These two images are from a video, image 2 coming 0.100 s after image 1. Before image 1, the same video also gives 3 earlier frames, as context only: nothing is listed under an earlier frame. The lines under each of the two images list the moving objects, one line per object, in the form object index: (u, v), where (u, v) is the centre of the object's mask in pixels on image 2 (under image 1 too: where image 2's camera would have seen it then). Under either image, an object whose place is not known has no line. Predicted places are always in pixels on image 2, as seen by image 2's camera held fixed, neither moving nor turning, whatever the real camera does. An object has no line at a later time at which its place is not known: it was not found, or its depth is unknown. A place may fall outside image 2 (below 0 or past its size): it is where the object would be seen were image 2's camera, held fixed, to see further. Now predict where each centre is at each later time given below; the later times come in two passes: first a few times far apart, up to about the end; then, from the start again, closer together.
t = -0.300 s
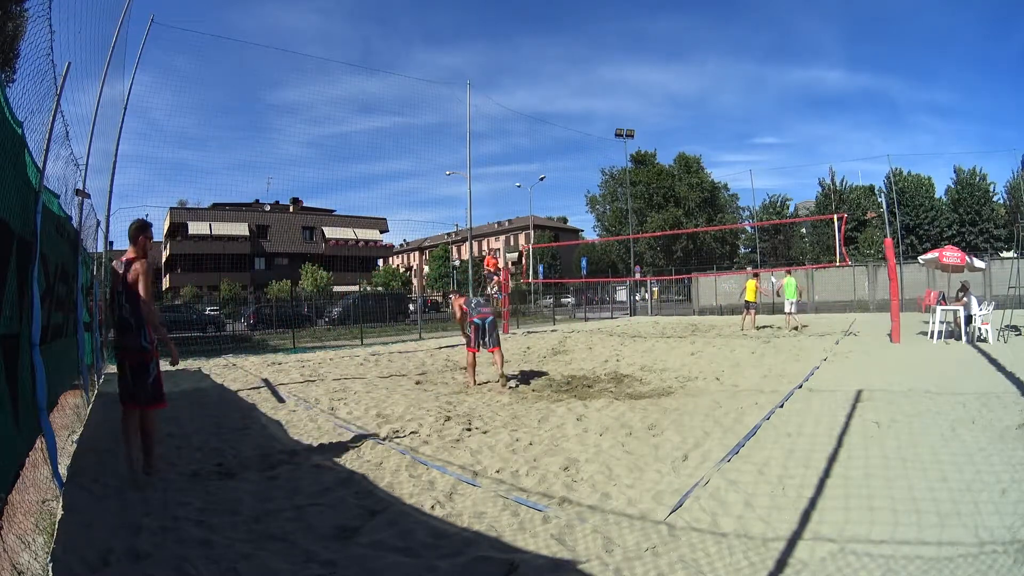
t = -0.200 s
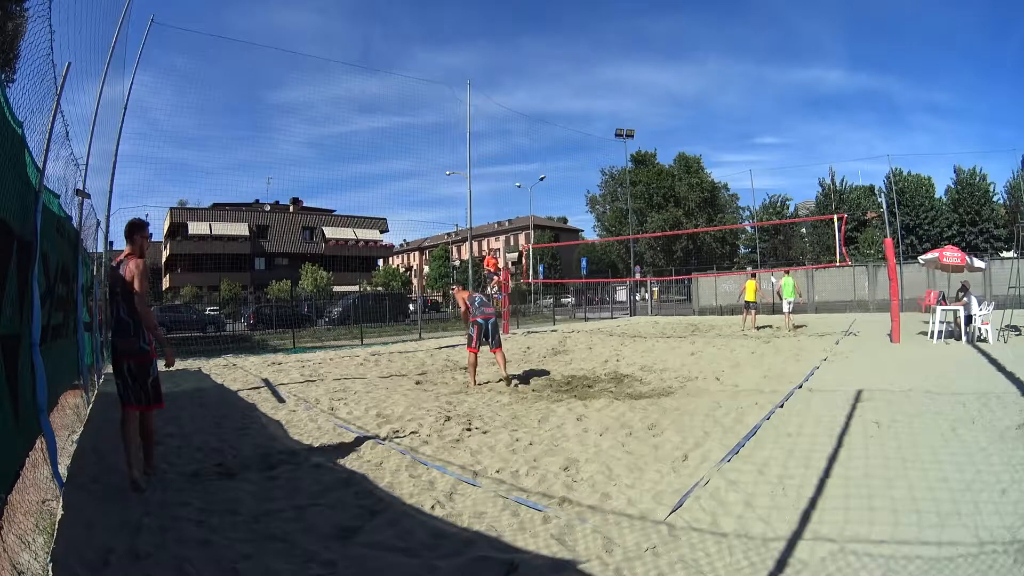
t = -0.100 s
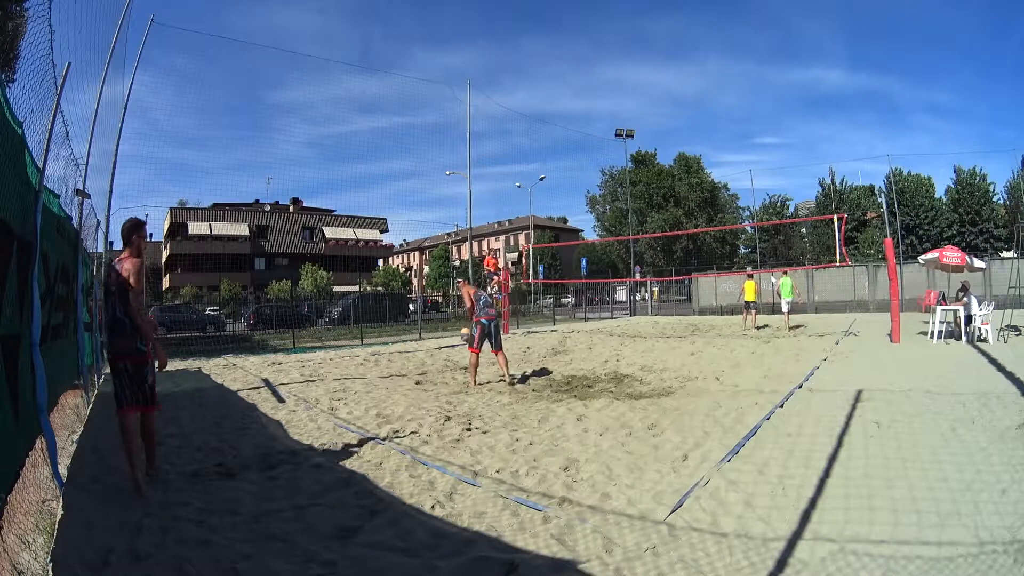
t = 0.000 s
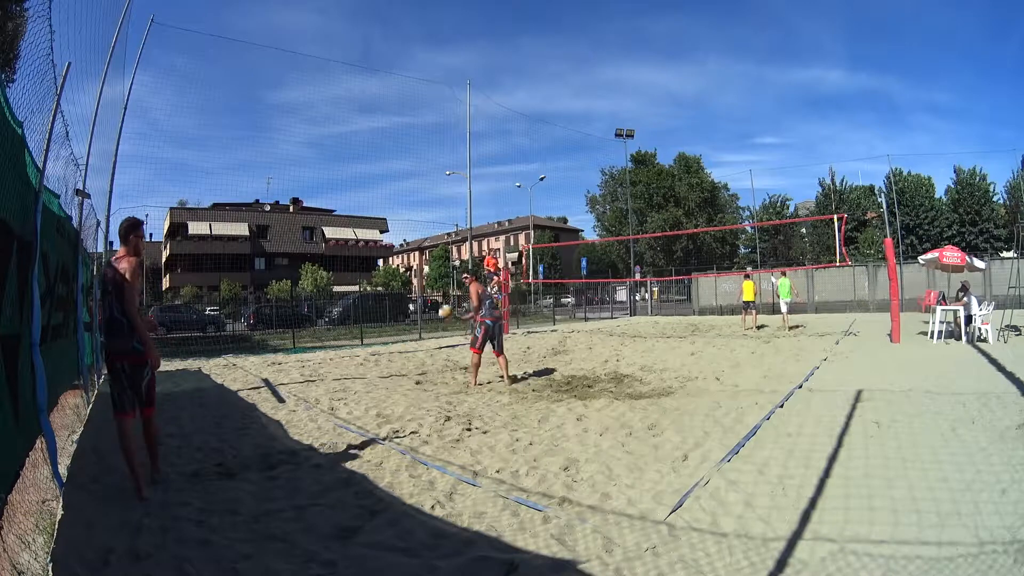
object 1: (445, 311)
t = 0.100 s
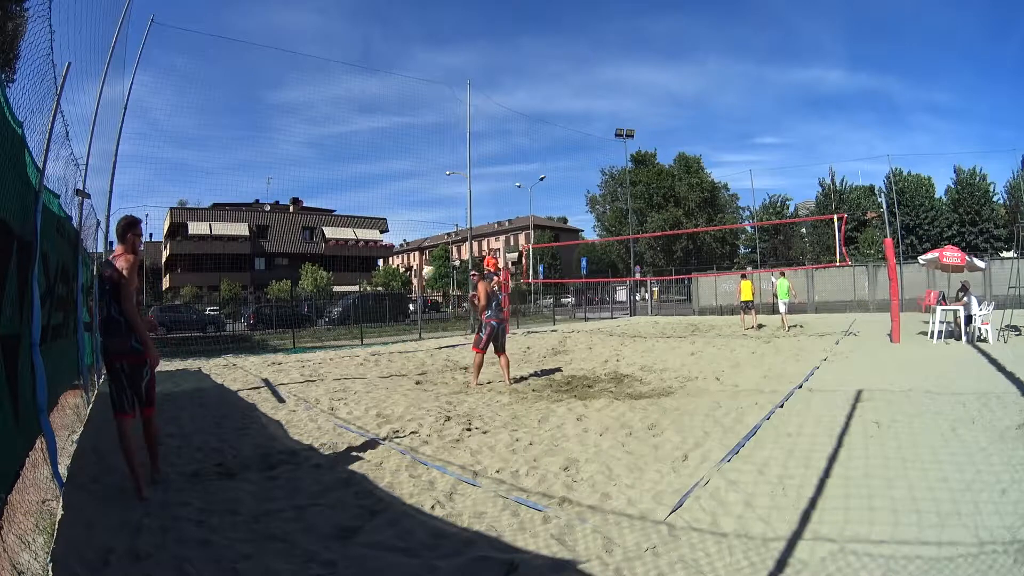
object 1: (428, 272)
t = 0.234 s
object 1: (406, 230)
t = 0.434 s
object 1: (364, 180)
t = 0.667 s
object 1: (301, 160)
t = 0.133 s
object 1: (423, 263)
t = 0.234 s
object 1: (406, 230)
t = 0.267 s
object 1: (399, 220)
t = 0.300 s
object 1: (393, 210)
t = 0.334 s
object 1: (386, 202)
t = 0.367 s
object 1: (379, 194)
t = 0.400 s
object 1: (371, 186)
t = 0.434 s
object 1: (364, 180)
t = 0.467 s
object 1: (356, 174)
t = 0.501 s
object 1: (348, 170)
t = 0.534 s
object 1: (339, 165)
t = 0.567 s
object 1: (330, 162)
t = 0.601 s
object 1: (321, 160)
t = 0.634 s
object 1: (311, 159)
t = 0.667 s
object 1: (301, 160)
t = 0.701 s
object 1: (290, 161)
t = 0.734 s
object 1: (278, 164)
